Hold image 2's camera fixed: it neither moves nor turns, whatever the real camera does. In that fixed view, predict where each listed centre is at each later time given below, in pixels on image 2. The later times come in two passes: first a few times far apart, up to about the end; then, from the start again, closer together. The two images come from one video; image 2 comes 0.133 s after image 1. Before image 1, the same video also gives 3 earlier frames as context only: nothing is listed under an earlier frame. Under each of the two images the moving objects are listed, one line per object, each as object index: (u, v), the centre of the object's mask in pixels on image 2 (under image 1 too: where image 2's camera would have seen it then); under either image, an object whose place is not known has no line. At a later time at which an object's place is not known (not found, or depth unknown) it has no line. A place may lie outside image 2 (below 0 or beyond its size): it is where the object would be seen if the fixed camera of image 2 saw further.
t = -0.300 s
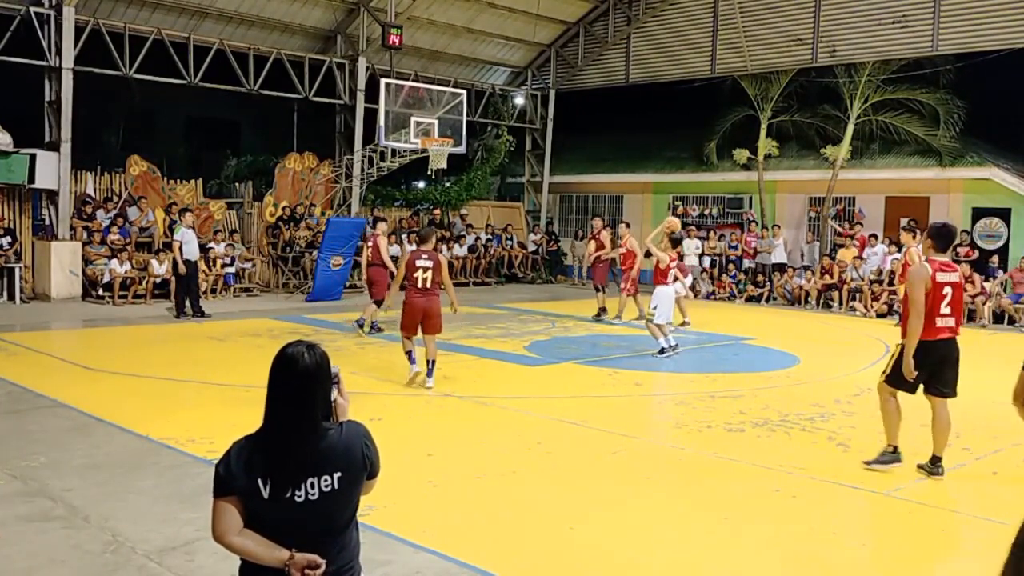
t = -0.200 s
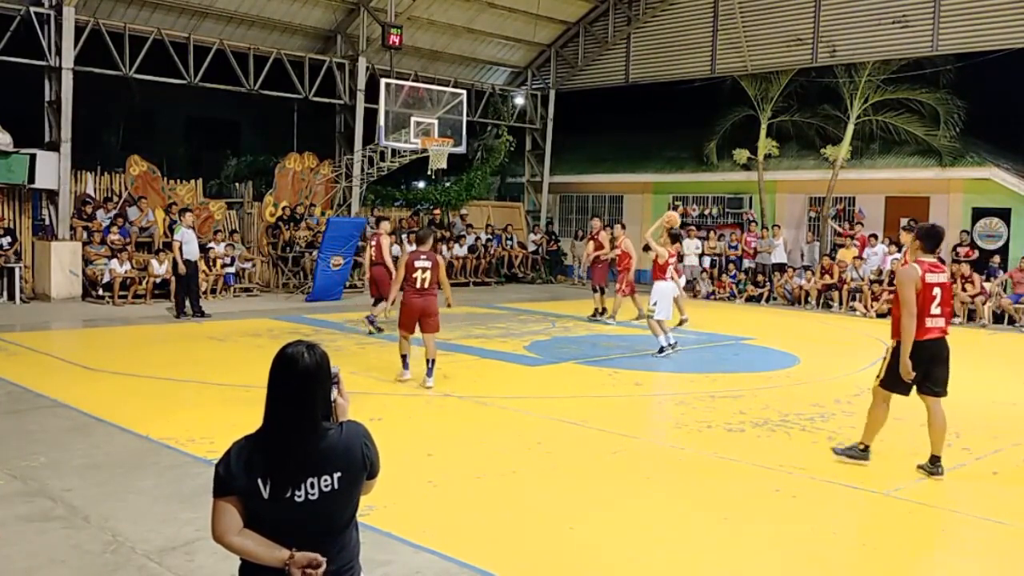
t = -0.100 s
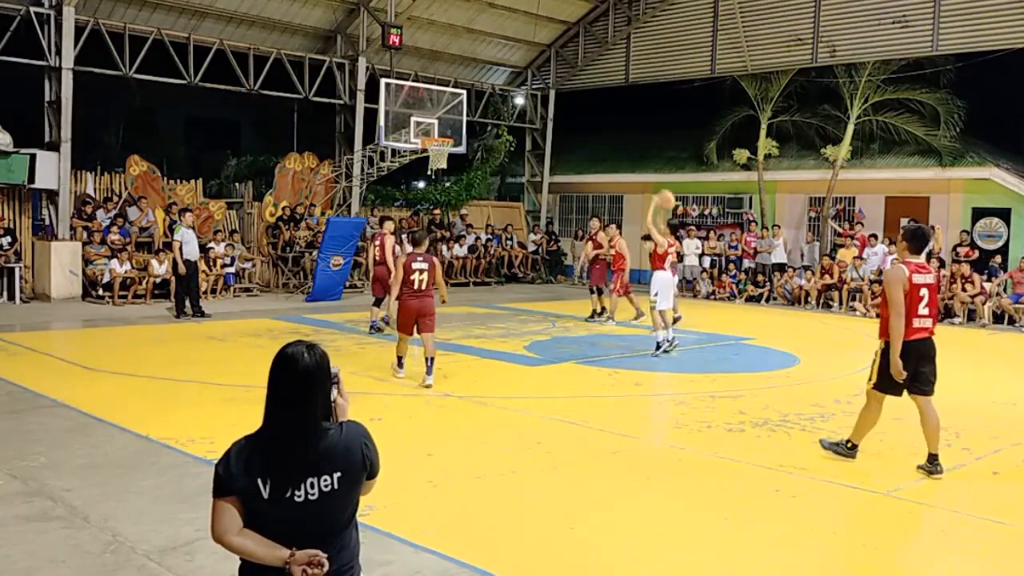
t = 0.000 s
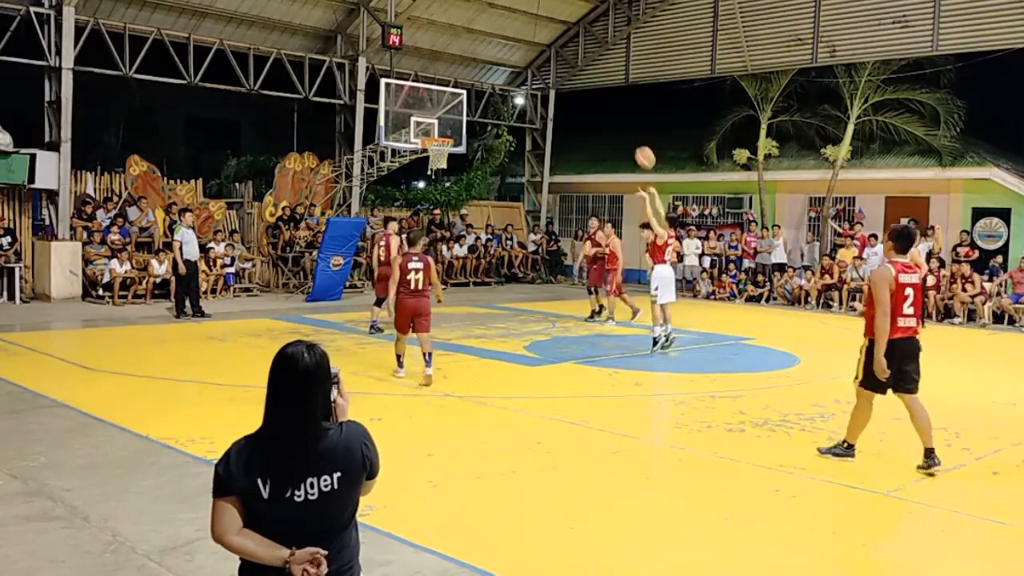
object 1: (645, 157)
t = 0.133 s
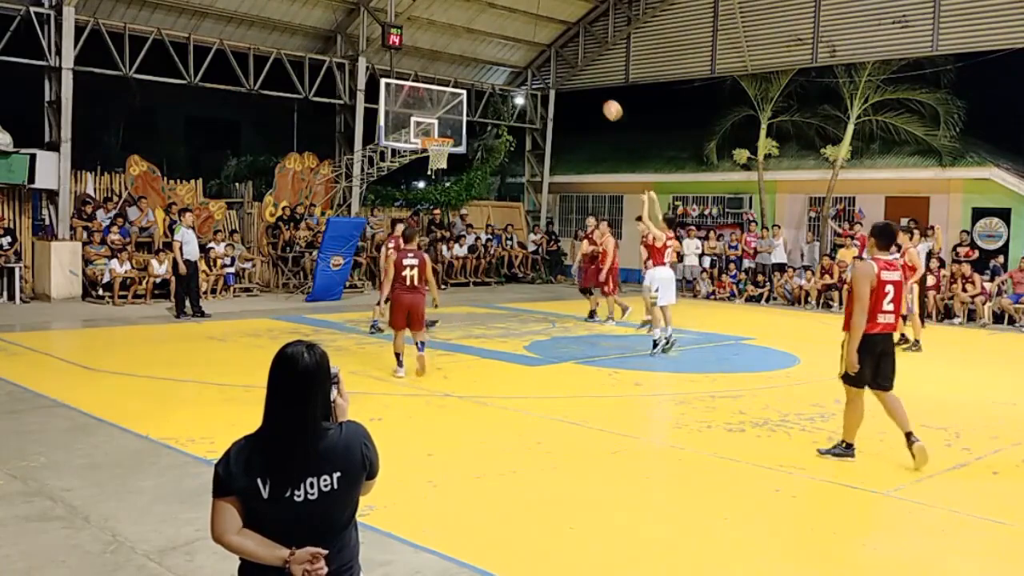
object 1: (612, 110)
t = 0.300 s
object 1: (575, 72)
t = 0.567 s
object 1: (518, 55)
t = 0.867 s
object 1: (461, 85)
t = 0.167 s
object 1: (604, 100)
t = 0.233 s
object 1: (589, 85)
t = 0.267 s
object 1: (582, 79)
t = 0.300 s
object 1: (575, 72)
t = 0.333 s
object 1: (567, 67)
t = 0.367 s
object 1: (560, 63)
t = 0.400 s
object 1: (552, 60)
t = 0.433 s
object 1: (546, 57)
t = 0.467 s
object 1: (539, 55)
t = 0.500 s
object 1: (532, 55)
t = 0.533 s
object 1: (525, 54)
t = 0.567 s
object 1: (518, 55)
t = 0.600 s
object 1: (511, 55)
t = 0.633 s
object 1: (505, 57)
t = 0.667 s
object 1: (498, 58)
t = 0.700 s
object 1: (492, 62)
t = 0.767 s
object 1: (480, 70)
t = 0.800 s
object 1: (474, 74)
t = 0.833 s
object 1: (467, 81)
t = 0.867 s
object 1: (461, 85)
